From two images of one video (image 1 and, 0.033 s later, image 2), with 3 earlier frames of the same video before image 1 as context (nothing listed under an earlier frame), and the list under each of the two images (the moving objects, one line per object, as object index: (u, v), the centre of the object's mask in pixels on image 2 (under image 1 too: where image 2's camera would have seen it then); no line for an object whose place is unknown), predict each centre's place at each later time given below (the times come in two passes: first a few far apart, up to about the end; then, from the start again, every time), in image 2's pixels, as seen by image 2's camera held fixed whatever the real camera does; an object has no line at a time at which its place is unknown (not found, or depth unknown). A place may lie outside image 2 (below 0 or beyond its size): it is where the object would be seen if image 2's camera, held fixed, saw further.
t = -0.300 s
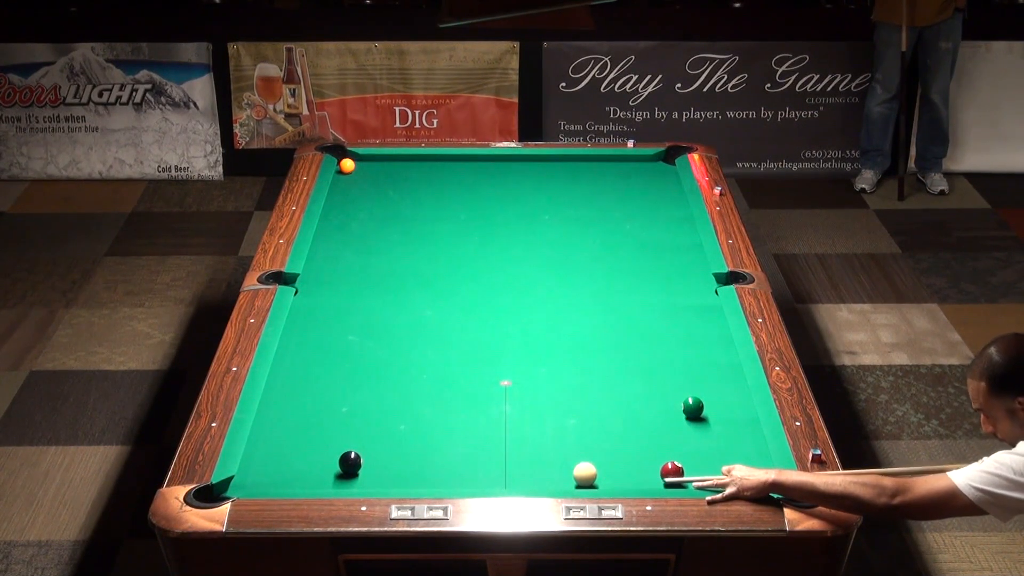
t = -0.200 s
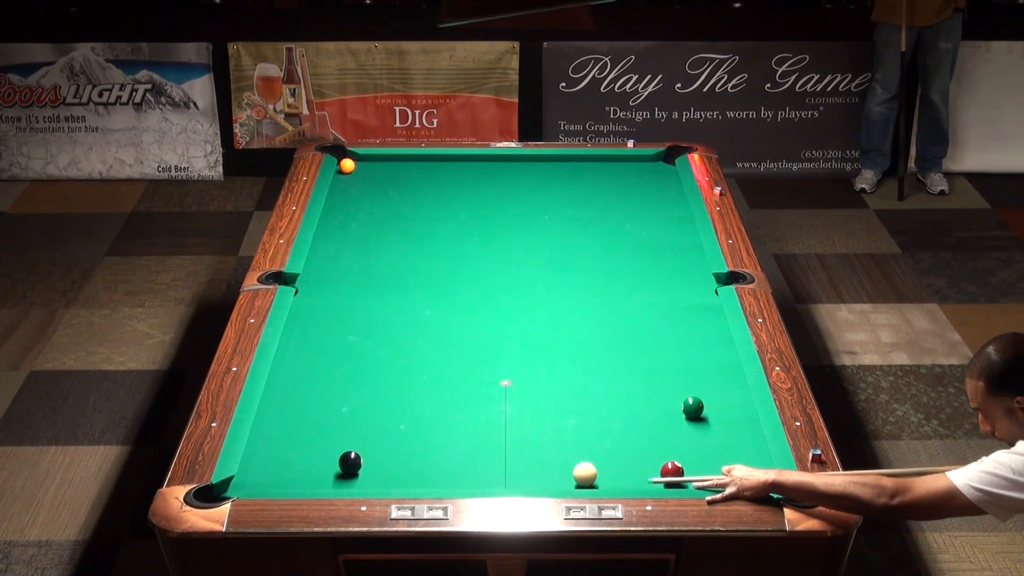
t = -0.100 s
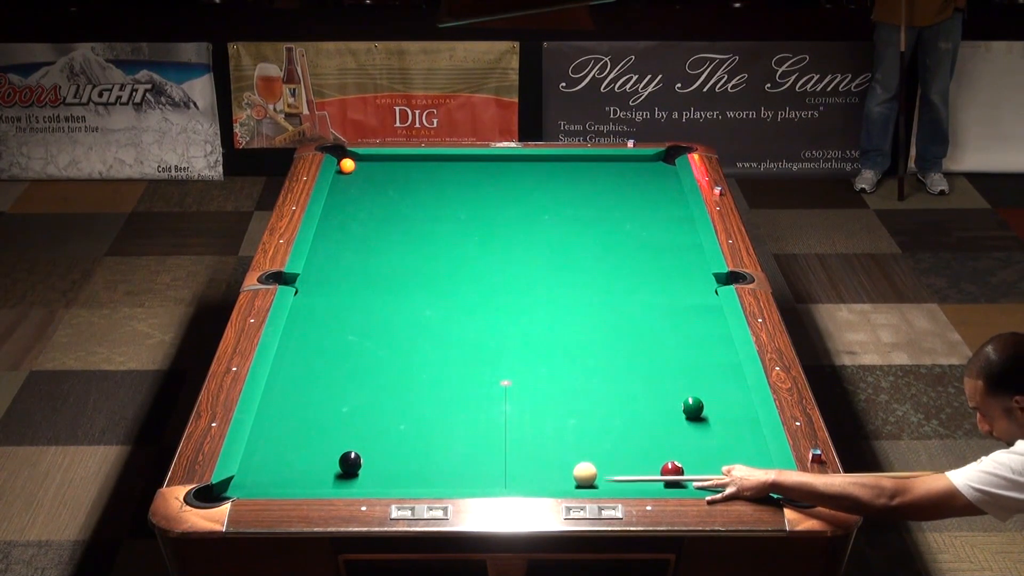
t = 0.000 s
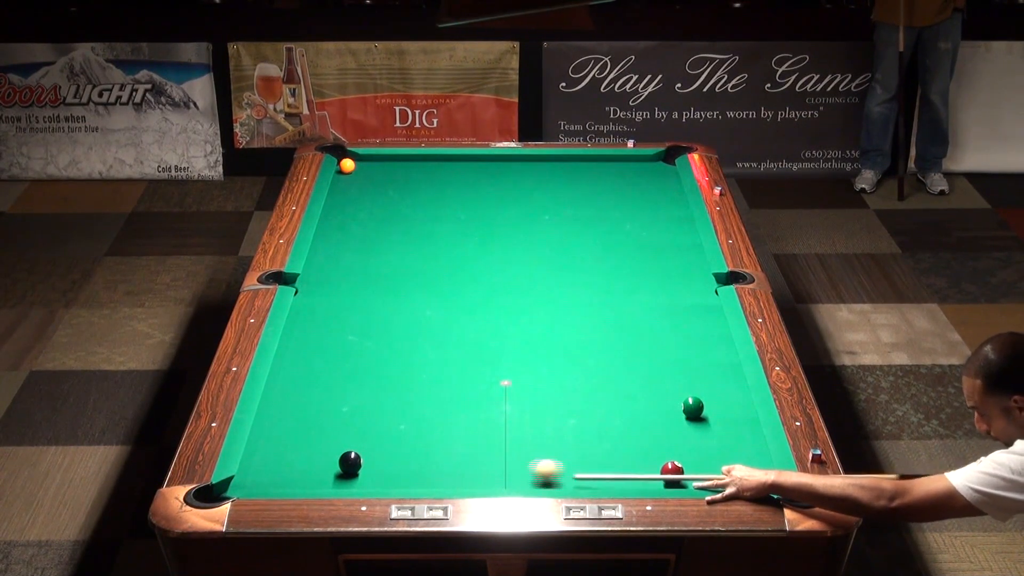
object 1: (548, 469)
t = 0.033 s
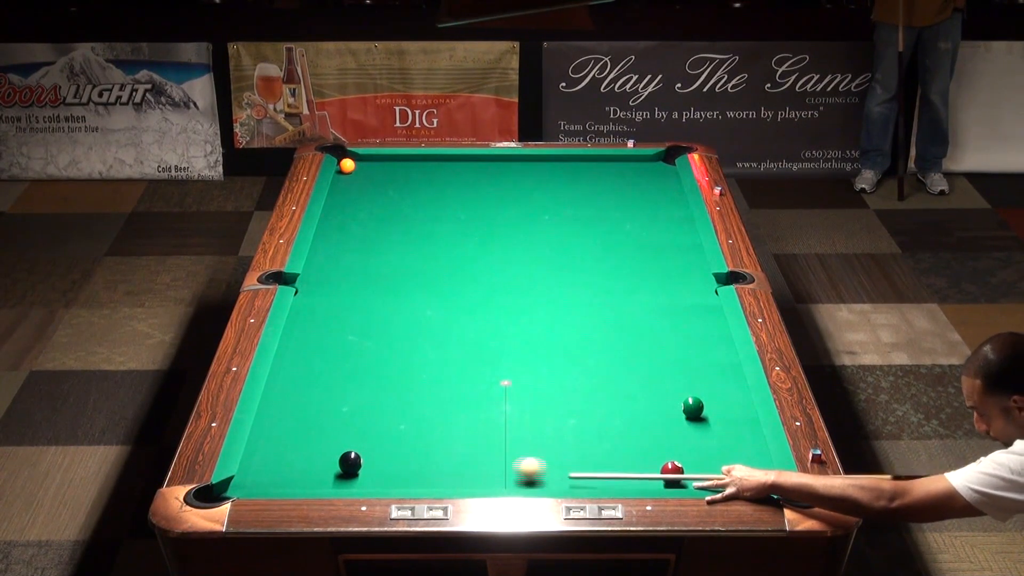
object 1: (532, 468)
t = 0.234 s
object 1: (454, 463)
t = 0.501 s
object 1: (371, 456)
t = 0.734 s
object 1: (341, 441)
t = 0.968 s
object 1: (312, 428)
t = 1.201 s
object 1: (285, 416)
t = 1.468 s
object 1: (276, 406)
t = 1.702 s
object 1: (291, 400)
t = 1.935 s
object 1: (305, 395)
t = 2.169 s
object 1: (317, 391)
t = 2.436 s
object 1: (329, 387)
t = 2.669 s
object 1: (338, 384)
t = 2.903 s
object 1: (346, 382)
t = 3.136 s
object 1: (352, 380)
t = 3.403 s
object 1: (358, 378)
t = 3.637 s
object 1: (361, 377)
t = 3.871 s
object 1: (363, 377)
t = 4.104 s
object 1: (363, 377)
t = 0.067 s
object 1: (515, 467)
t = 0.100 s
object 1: (500, 466)
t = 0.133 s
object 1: (488, 465)
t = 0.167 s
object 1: (476, 464)
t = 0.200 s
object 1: (465, 463)
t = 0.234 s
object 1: (454, 463)
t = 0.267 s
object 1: (443, 462)
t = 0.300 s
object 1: (432, 461)
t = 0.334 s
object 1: (421, 460)
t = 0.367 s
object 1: (410, 460)
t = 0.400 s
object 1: (400, 459)
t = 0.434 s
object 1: (389, 458)
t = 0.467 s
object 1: (379, 457)
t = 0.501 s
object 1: (371, 456)
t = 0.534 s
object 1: (368, 453)
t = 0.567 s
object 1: (363, 451)
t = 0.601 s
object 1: (359, 449)
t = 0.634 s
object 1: (354, 447)
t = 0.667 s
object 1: (350, 445)
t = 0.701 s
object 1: (345, 443)
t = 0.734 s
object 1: (341, 441)
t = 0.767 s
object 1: (337, 439)
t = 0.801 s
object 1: (332, 438)
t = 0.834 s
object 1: (328, 436)
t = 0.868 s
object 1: (324, 433)
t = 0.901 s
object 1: (320, 432)
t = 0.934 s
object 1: (316, 430)
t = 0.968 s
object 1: (312, 428)
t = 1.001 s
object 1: (308, 426)
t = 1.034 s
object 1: (304, 424)
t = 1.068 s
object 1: (300, 423)
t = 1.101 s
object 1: (296, 421)
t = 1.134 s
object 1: (292, 419)
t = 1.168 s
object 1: (288, 418)
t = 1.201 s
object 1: (285, 416)
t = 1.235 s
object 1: (281, 414)
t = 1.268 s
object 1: (277, 413)
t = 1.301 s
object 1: (274, 411)
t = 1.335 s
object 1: (270, 409)
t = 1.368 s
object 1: (270, 408)
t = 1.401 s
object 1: (272, 407)
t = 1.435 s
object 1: (274, 406)
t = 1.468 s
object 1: (276, 406)
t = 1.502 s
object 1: (279, 405)
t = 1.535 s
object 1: (281, 404)
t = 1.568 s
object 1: (283, 403)
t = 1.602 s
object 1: (285, 402)
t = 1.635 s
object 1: (287, 401)
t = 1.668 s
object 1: (289, 401)
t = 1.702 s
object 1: (291, 400)
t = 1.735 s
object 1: (293, 399)
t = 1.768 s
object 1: (295, 399)
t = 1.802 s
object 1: (297, 398)
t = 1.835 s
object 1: (299, 397)
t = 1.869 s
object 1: (301, 396)
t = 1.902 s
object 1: (303, 396)
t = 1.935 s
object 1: (305, 395)
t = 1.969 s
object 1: (306, 395)
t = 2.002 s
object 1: (308, 394)
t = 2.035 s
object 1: (310, 393)
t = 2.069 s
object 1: (312, 393)
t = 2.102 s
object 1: (314, 392)
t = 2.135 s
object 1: (315, 392)
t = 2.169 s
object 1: (317, 391)
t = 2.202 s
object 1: (318, 390)
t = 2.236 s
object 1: (320, 390)
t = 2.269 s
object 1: (321, 389)
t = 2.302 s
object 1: (323, 389)
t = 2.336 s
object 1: (325, 388)
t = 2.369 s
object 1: (326, 388)
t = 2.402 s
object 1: (327, 387)
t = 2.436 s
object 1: (329, 387)
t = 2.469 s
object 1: (330, 387)
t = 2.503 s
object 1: (332, 386)
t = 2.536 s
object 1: (333, 386)
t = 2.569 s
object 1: (334, 385)
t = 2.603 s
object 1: (336, 385)
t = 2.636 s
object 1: (337, 384)
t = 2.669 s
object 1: (338, 384)
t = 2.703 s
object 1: (339, 384)
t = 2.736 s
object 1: (340, 383)
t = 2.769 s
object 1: (342, 383)
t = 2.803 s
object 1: (343, 383)
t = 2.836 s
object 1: (344, 382)
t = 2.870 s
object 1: (345, 382)
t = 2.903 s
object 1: (346, 382)
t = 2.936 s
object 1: (347, 381)
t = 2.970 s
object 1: (348, 381)
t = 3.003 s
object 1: (349, 381)
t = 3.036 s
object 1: (350, 381)
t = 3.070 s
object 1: (351, 380)
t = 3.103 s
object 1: (352, 380)
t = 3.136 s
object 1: (352, 380)
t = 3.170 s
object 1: (353, 380)
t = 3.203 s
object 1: (354, 379)
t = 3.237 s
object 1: (355, 379)
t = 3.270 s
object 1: (355, 379)
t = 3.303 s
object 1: (356, 379)
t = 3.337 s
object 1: (357, 379)
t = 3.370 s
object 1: (357, 378)
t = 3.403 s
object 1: (358, 378)
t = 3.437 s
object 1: (359, 378)
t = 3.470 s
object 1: (359, 378)
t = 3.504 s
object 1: (360, 378)
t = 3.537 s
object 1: (360, 378)
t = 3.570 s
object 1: (361, 377)
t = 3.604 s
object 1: (361, 377)
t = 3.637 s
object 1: (361, 377)
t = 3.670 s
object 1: (362, 377)
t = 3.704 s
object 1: (362, 377)
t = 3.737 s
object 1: (362, 377)
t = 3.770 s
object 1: (363, 377)
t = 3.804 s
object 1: (363, 377)
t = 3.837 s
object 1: (363, 377)
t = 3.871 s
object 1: (363, 377)
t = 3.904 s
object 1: (363, 377)
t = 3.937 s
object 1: (363, 377)
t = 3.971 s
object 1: (363, 377)
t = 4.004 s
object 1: (363, 377)
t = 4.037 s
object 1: (363, 377)
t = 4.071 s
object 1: (363, 377)
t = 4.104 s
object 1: (363, 377)
